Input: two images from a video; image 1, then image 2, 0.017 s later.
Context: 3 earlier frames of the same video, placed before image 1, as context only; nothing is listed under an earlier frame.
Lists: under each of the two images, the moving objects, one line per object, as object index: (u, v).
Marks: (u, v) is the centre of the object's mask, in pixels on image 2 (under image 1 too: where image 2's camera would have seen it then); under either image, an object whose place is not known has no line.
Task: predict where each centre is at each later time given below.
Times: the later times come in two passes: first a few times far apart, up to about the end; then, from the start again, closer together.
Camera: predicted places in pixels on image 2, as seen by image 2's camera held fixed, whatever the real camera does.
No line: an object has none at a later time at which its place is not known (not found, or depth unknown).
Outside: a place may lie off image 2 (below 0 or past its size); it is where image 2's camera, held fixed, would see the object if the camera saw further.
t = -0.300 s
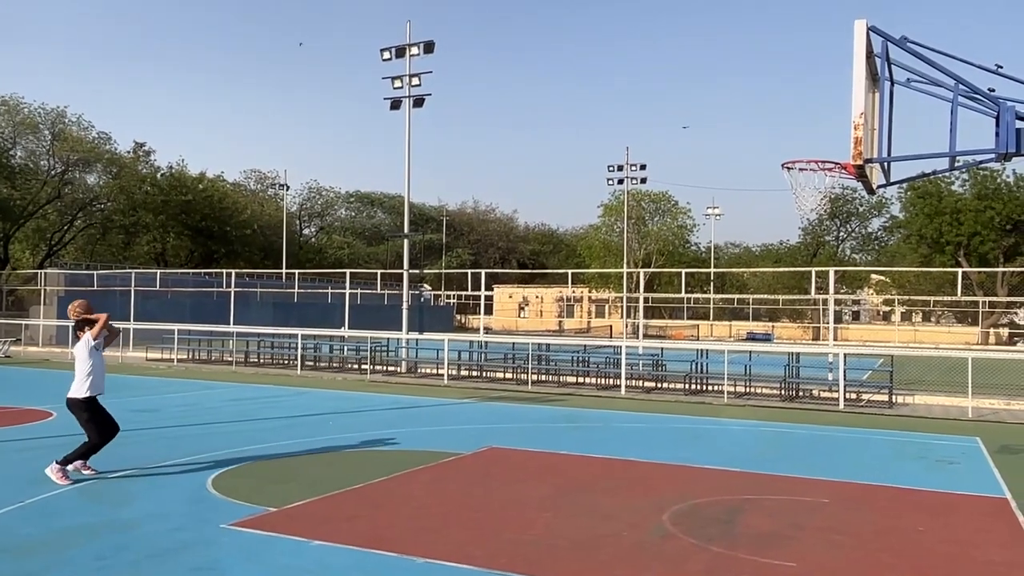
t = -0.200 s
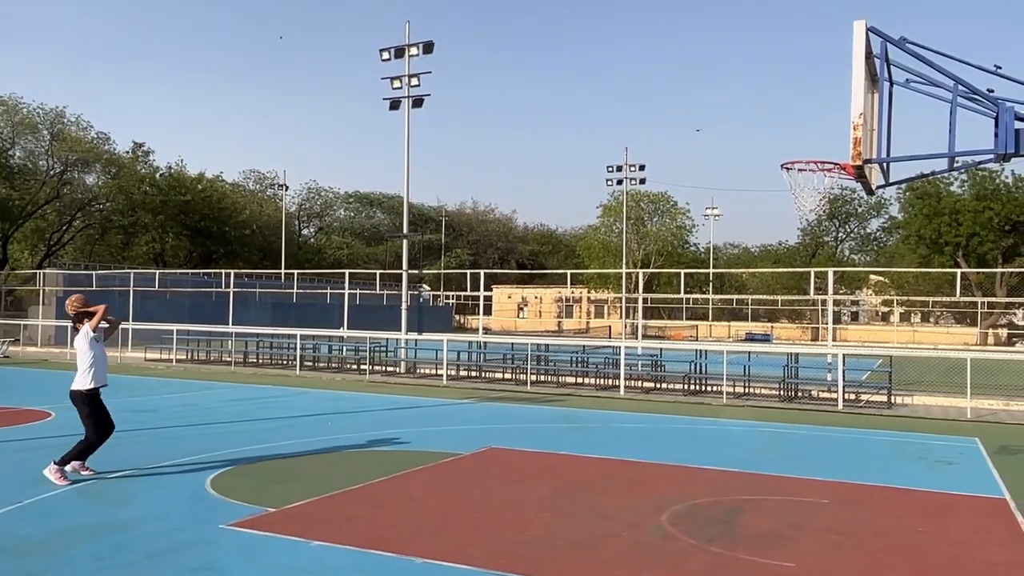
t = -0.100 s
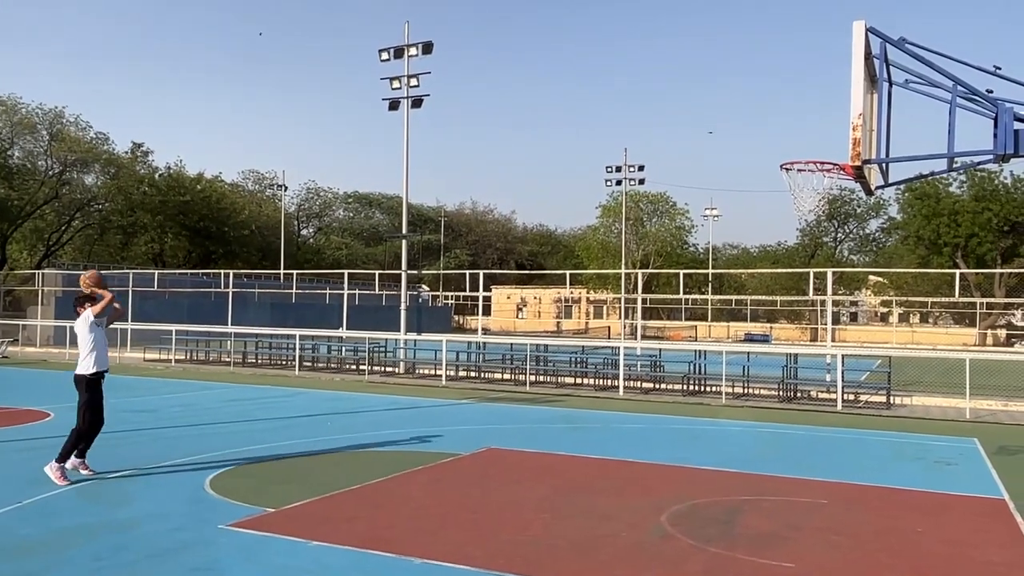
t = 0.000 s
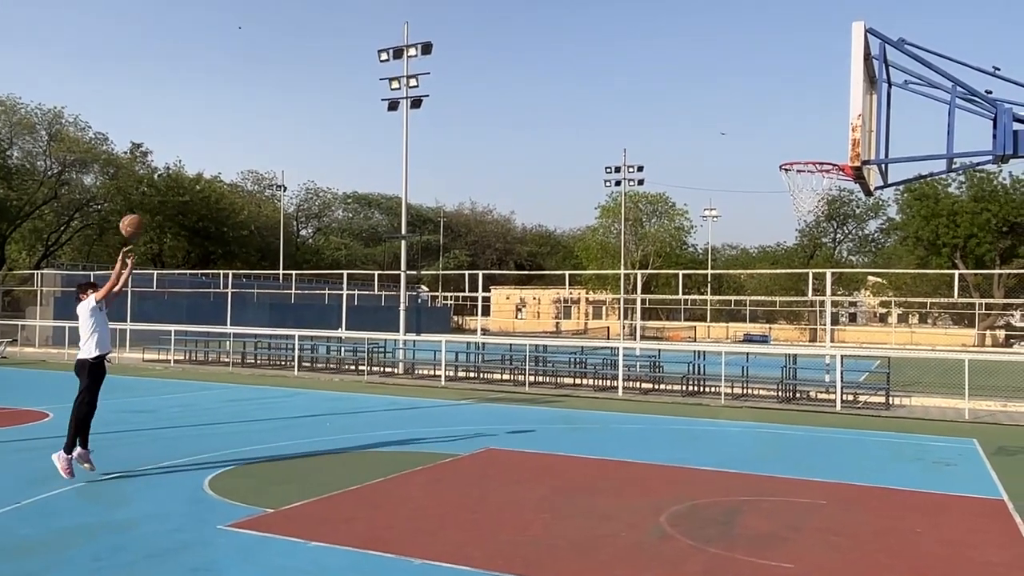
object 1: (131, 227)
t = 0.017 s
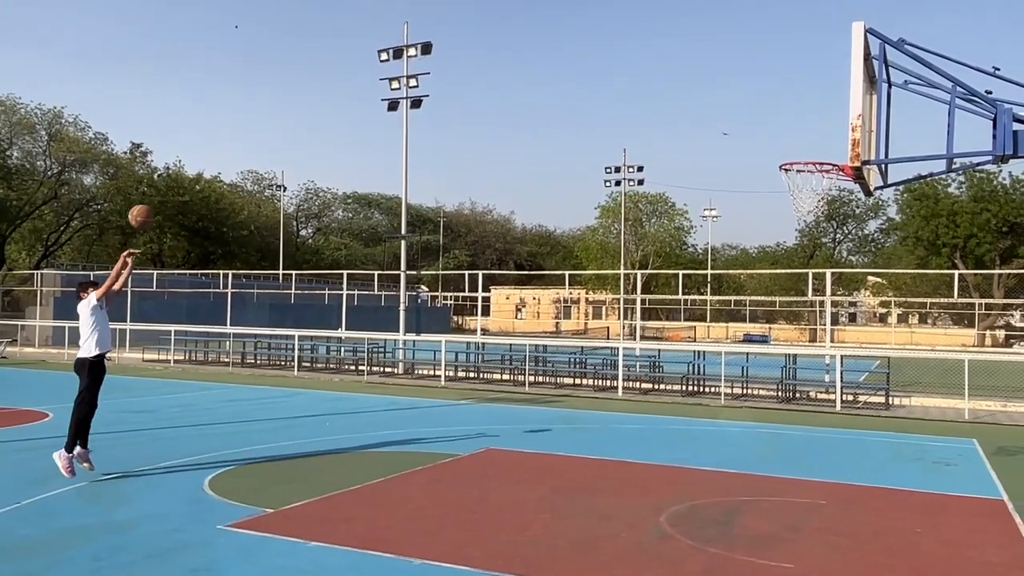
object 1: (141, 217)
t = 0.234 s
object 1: (260, 111)
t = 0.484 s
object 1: (401, 44)
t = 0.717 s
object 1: (543, 37)
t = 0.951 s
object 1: (692, 89)
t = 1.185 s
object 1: (817, 190)
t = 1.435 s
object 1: (747, 339)
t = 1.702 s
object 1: (678, 466)
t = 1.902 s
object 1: (627, 347)
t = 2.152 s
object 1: (564, 268)
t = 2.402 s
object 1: (505, 259)
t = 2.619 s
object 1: (452, 305)
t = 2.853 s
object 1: (395, 409)
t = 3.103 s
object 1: (340, 421)
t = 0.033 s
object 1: (149, 206)
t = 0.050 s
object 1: (157, 196)
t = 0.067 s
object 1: (167, 187)
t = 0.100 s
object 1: (185, 170)
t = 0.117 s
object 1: (195, 163)
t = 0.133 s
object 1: (205, 154)
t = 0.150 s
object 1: (214, 147)
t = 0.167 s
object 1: (223, 139)
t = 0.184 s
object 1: (232, 132)
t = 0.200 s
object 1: (241, 125)
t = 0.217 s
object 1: (250, 118)
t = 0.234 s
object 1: (260, 111)
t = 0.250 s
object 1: (269, 105)
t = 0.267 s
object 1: (278, 99)
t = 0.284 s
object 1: (288, 93)
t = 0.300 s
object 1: (297, 88)
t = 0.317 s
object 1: (306, 82)
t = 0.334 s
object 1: (316, 77)
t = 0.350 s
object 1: (326, 72)
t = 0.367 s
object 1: (335, 68)
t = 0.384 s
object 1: (345, 64)
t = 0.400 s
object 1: (354, 60)
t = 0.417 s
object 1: (364, 56)
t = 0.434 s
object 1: (373, 53)
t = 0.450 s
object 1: (382, 50)
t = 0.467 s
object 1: (392, 47)
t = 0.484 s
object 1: (401, 44)
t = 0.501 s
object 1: (412, 42)
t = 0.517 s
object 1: (423, 40)
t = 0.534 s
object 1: (432, 38)
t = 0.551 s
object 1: (442, 36)
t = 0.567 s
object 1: (452, 35)
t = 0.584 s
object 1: (462, 34)
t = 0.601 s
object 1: (472, 33)
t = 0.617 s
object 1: (482, 33)
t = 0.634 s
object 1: (492, 33)
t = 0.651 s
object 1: (502, 33)
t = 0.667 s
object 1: (512, 34)
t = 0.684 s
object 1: (522, 35)
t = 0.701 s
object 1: (533, 36)
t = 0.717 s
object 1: (543, 37)
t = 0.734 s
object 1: (553, 39)
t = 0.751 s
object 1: (564, 41)
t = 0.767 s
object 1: (574, 43)
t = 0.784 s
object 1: (584, 46)
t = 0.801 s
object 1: (595, 48)
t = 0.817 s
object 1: (606, 52)
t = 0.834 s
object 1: (616, 55)
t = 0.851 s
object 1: (627, 59)
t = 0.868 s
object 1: (638, 63)
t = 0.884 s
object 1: (649, 68)
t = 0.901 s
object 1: (659, 73)
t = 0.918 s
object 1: (670, 78)
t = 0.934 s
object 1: (681, 84)
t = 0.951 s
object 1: (692, 89)
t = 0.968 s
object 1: (703, 95)
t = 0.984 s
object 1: (714, 102)
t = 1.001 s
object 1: (725, 109)
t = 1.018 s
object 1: (736, 116)
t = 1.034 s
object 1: (747, 124)
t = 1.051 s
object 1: (759, 132)
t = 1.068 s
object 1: (770, 140)
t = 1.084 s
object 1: (781, 149)
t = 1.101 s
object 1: (792, 154)
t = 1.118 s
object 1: (804, 162)
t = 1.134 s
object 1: (817, 168)
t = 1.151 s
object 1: (826, 176)
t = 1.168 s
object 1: (822, 183)
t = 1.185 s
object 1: (817, 190)
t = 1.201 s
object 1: (812, 198)
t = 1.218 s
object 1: (807, 206)
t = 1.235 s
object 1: (803, 215)
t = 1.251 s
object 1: (798, 223)
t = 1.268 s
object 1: (793, 232)
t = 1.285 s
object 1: (789, 242)
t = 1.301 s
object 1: (784, 251)
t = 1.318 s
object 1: (779, 261)
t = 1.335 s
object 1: (774, 271)
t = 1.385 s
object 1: (761, 304)
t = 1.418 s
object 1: (752, 327)
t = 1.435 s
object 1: (747, 339)
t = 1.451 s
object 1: (743, 351)
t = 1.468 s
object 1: (738, 364)
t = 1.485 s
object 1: (734, 377)
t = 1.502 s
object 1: (730, 391)
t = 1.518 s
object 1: (726, 404)
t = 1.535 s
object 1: (721, 418)
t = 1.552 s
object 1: (717, 432)
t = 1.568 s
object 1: (713, 447)
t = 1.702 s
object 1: (678, 466)
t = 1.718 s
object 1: (674, 454)
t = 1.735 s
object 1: (669, 443)
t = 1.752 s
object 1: (665, 432)
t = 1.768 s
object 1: (660, 421)
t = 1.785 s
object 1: (656, 410)
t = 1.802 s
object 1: (652, 400)
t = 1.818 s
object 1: (648, 391)
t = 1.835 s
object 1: (644, 382)
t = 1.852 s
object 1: (640, 373)
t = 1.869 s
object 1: (635, 365)
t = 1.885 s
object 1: (631, 356)
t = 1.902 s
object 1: (627, 347)
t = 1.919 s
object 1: (624, 340)
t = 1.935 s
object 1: (620, 333)
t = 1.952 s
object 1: (616, 326)
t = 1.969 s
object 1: (612, 319)
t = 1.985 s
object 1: (608, 313)
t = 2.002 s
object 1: (603, 306)
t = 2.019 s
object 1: (599, 301)
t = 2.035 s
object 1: (594, 296)
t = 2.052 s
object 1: (590, 291)
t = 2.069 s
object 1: (586, 286)
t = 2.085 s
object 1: (582, 282)
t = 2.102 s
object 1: (578, 278)
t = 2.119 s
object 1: (574, 275)
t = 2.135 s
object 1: (569, 271)
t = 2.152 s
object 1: (564, 268)
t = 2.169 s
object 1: (561, 265)
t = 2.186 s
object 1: (557, 262)
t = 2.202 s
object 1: (553, 261)
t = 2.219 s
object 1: (549, 259)
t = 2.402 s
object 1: (505, 259)
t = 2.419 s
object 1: (501, 261)
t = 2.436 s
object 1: (498, 263)
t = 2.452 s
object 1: (493, 264)
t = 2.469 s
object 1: (489, 268)
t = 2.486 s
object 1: (484, 270)
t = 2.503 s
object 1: (480, 274)
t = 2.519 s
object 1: (477, 278)
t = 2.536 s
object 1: (473, 282)
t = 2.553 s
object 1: (469, 285)
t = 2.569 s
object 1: (465, 290)
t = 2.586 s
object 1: (460, 295)
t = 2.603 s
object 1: (456, 300)
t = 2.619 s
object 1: (452, 305)
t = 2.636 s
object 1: (449, 310)
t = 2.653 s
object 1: (443, 316)
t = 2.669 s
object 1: (439, 322)
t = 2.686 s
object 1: (435, 328)
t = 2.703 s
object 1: (431, 335)
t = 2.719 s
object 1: (428, 342)
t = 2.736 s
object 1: (424, 350)
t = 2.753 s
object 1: (420, 358)
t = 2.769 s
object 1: (415, 365)
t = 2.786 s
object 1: (412, 373)
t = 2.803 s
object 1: (408, 381)
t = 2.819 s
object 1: (403, 390)
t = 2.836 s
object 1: (399, 399)
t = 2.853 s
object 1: (395, 409)
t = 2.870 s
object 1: (391, 418)
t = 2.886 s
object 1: (387, 428)
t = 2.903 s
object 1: (383, 438)
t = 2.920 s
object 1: (379, 448)
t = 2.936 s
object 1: (375, 459)
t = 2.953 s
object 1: (371, 469)
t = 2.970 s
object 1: (367, 480)
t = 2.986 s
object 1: (364, 480)
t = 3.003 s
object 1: (360, 470)
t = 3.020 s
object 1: (357, 461)
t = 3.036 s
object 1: (353, 453)
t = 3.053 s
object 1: (350, 445)
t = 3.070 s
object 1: (347, 436)
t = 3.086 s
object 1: (344, 428)
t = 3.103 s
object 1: (340, 421)
